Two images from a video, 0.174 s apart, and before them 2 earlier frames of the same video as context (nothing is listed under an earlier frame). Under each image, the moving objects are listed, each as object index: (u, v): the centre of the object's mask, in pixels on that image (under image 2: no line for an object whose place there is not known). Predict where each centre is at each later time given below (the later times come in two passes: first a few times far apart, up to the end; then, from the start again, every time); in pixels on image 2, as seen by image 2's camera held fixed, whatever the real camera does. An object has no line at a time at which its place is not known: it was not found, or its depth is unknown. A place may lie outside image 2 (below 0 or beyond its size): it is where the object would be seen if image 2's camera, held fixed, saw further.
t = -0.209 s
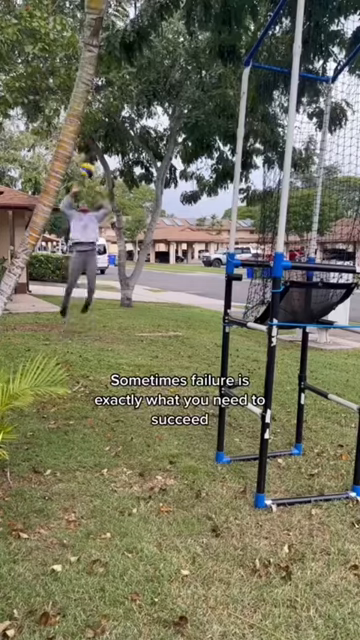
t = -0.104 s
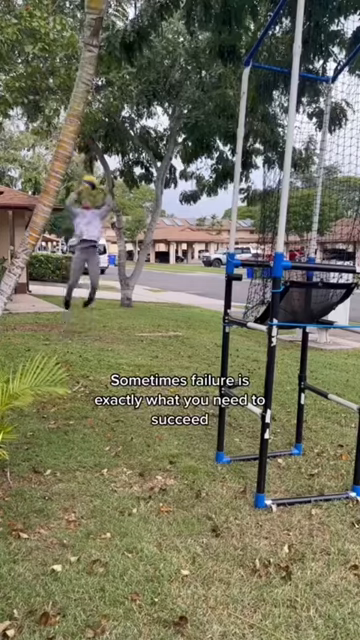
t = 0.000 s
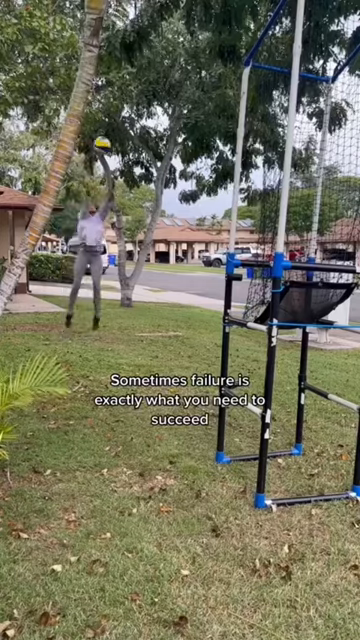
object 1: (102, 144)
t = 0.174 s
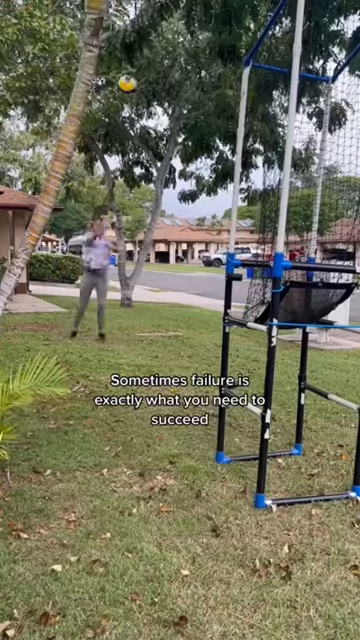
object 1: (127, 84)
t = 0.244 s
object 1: (139, 63)
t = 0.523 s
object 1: (205, 12)
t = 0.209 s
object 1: (132, 73)
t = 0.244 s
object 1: (139, 63)
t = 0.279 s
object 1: (145, 54)
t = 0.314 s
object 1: (152, 46)
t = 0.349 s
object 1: (160, 37)
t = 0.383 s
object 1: (168, 30)
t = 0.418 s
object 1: (176, 24)
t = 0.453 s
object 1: (185, 18)
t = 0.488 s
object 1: (194, 14)
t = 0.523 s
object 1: (205, 12)
